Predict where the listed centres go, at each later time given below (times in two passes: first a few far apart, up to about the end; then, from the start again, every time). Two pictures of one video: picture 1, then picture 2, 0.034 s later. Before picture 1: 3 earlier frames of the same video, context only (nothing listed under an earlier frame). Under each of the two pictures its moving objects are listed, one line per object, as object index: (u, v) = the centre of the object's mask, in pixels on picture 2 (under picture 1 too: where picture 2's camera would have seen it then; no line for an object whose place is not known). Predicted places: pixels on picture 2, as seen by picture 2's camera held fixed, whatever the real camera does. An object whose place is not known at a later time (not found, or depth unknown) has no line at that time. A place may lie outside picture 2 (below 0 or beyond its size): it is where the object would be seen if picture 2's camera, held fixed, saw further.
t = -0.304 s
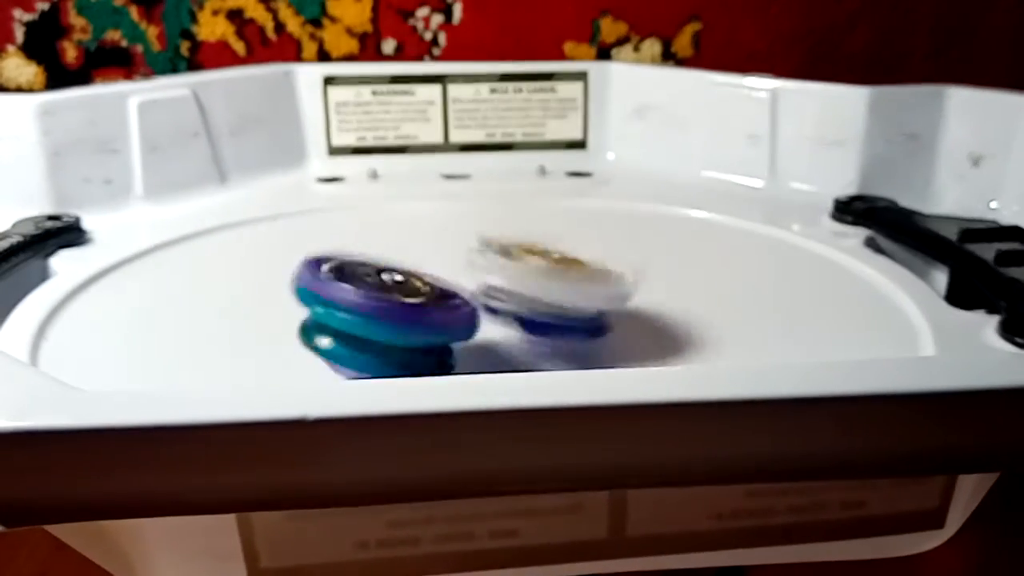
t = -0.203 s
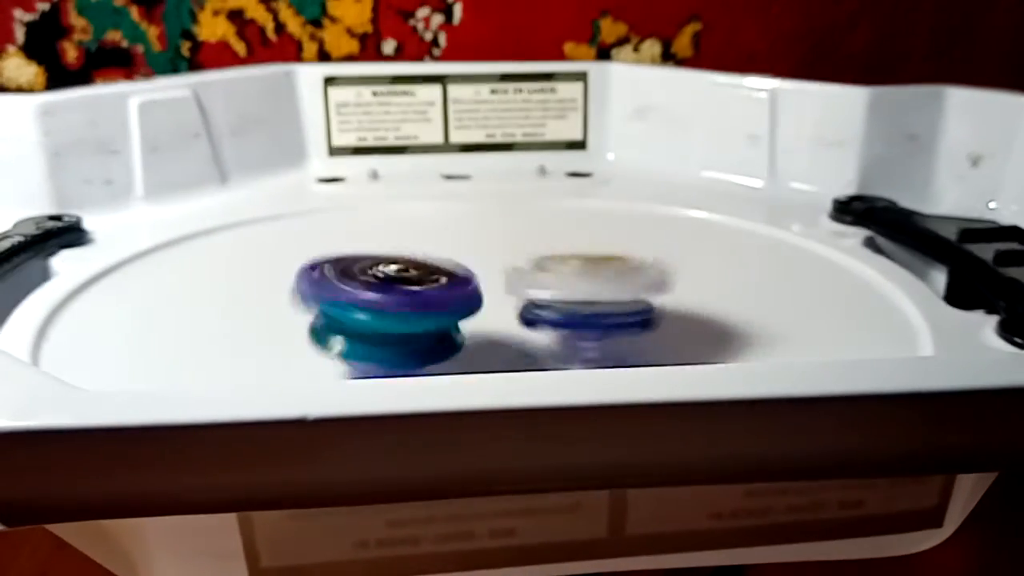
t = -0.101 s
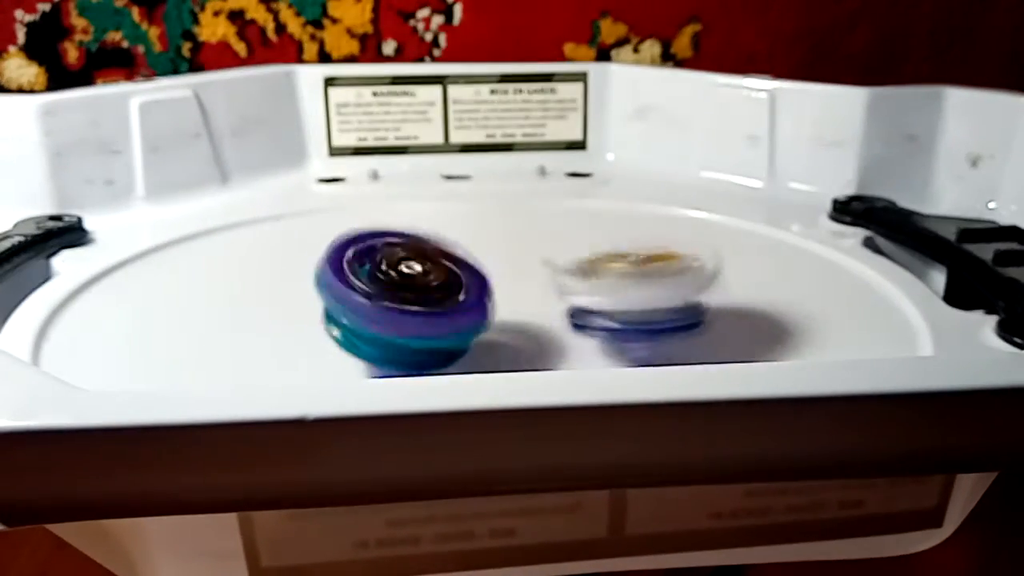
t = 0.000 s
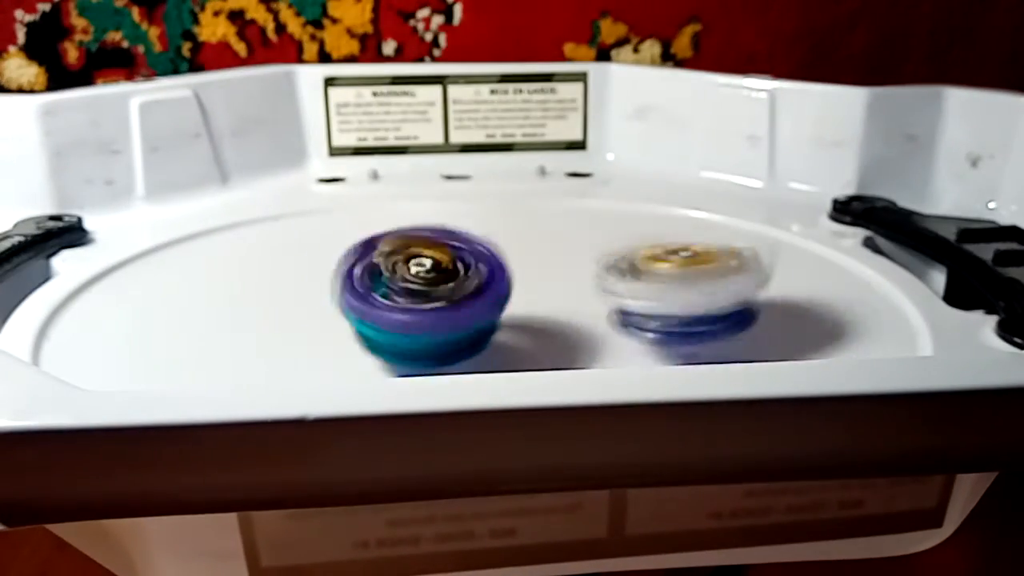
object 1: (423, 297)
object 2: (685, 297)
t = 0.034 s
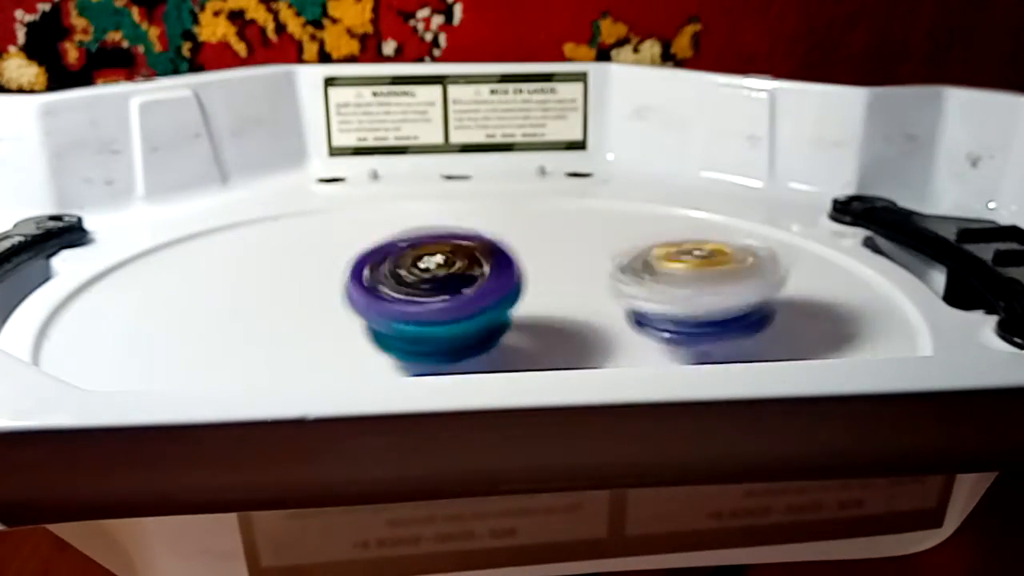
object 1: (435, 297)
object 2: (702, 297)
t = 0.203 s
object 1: (446, 292)
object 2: (719, 297)
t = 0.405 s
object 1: (396, 295)
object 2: (641, 304)
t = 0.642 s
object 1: (369, 283)
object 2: (533, 309)
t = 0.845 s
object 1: (355, 263)
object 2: (506, 314)
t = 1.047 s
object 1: (403, 251)
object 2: (497, 317)
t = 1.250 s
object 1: (418, 254)
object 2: (529, 321)
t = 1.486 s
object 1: (428, 257)
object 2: (565, 312)
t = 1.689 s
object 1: (416, 274)
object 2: (571, 298)
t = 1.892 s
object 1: (329, 283)
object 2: (608, 290)
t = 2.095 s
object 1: (314, 295)
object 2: (556, 280)
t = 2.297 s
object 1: (331, 298)
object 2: (535, 288)
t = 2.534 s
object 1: (390, 297)
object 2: (565, 291)
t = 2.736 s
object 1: (393, 294)
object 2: (604, 277)
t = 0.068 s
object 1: (444, 293)
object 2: (713, 296)
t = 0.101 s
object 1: (451, 292)
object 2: (722, 296)
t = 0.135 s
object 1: (452, 290)
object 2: (727, 297)
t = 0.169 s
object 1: (451, 290)
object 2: (725, 297)
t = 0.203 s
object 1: (446, 292)
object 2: (719, 297)
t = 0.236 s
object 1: (443, 298)
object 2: (710, 300)
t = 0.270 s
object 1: (436, 298)
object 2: (703, 300)
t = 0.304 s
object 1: (424, 297)
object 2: (694, 302)
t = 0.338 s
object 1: (414, 298)
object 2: (677, 303)
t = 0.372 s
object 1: (405, 295)
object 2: (659, 304)
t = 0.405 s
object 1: (396, 295)
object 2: (641, 304)
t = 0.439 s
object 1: (388, 297)
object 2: (620, 305)
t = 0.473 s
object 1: (383, 298)
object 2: (601, 305)
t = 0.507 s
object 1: (384, 300)
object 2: (582, 306)
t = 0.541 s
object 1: (388, 300)
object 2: (563, 306)
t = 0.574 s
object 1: (385, 296)
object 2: (553, 307)
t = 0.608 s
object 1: (382, 290)
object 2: (539, 307)
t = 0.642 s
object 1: (369, 283)
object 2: (533, 309)
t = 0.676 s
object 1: (356, 280)
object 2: (524, 311)
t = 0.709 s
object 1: (351, 278)
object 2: (516, 310)
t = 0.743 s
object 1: (352, 276)
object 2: (508, 310)
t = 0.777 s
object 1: (353, 269)
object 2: (501, 311)
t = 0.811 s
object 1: (352, 266)
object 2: (504, 311)
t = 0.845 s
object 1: (355, 263)
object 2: (506, 314)
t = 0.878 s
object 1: (360, 261)
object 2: (505, 317)
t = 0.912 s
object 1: (366, 261)
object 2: (504, 314)
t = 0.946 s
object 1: (374, 259)
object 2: (498, 317)
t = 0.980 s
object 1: (386, 261)
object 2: (498, 320)
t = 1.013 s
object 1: (395, 255)
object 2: (497, 320)
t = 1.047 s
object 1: (403, 251)
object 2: (497, 317)
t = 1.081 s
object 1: (415, 250)
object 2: (500, 317)
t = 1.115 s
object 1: (415, 248)
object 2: (509, 320)
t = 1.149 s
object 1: (412, 249)
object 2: (514, 320)
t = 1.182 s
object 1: (412, 252)
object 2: (520, 318)
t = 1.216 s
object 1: (416, 256)
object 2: (524, 320)
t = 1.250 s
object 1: (418, 254)
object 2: (529, 321)
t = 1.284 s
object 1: (419, 254)
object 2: (534, 320)
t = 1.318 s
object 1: (423, 256)
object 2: (544, 325)
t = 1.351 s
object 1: (425, 255)
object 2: (551, 327)
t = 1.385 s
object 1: (429, 250)
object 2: (551, 318)
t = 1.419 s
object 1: (429, 253)
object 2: (557, 320)
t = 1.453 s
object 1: (431, 257)
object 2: (564, 318)
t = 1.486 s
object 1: (428, 257)
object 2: (565, 312)
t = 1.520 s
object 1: (433, 266)
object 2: (563, 314)
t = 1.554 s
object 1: (437, 272)
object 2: (563, 311)
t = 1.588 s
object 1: (433, 276)
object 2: (564, 307)
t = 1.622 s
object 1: (430, 280)
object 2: (568, 307)
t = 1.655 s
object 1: (422, 276)
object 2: (571, 303)
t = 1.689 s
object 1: (416, 274)
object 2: (571, 298)
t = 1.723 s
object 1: (394, 273)
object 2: (591, 300)
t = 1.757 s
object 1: (371, 272)
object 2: (601, 296)
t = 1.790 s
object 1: (354, 276)
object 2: (606, 295)
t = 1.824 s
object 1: (342, 278)
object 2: (611, 293)
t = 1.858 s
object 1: (334, 281)
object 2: (608, 291)
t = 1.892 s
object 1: (329, 283)
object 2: (608, 290)
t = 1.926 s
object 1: (325, 286)
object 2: (605, 287)
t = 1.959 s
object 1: (322, 288)
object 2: (601, 285)
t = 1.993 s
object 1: (319, 291)
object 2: (590, 282)
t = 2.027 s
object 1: (317, 291)
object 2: (580, 283)
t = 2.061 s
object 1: (315, 293)
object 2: (569, 282)
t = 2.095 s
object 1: (314, 295)
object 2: (556, 280)
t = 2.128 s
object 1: (312, 291)
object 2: (551, 278)
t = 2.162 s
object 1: (313, 291)
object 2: (546, 282)
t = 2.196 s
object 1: (314, 295)
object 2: (542, 282)
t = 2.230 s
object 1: (316, 297)
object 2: (540, 287)
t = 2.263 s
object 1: (321, 297)
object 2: (535, 289)
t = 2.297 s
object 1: (331, 298)
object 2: (535, 288)
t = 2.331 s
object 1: (341, 298)
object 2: (531, 287)
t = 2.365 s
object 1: (351, 298)
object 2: (537, 289)
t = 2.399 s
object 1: (362, 298)
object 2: (540, 292)
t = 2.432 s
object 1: (371, 298)
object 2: (545, 293)
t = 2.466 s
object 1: (380, 298)
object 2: (551, 292)
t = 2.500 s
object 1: (386, 298)
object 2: (559, 292)
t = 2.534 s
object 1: (390, 297)
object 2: (565, 291)
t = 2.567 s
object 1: (392, 296)
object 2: (572, 290)
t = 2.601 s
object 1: (391, 296)
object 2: (582, 286)
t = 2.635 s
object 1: (392, 295)
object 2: (587, 286)
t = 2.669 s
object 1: (393, 295)
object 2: (596, 283)
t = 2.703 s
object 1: (393, 295)
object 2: (599, 281)
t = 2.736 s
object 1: (393, 294)
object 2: (604, 277)
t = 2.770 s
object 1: (393, 294)
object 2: (603, 275)
